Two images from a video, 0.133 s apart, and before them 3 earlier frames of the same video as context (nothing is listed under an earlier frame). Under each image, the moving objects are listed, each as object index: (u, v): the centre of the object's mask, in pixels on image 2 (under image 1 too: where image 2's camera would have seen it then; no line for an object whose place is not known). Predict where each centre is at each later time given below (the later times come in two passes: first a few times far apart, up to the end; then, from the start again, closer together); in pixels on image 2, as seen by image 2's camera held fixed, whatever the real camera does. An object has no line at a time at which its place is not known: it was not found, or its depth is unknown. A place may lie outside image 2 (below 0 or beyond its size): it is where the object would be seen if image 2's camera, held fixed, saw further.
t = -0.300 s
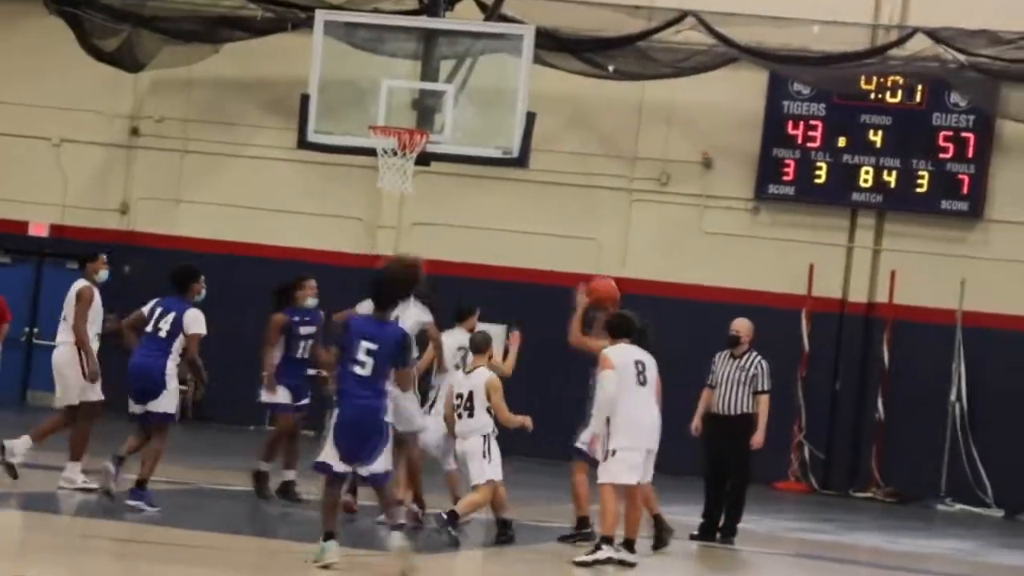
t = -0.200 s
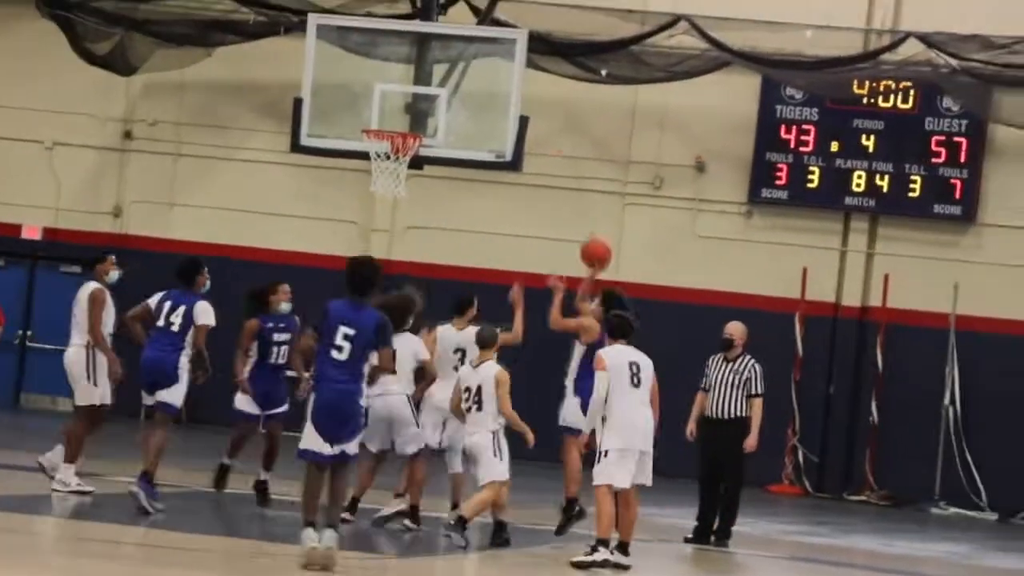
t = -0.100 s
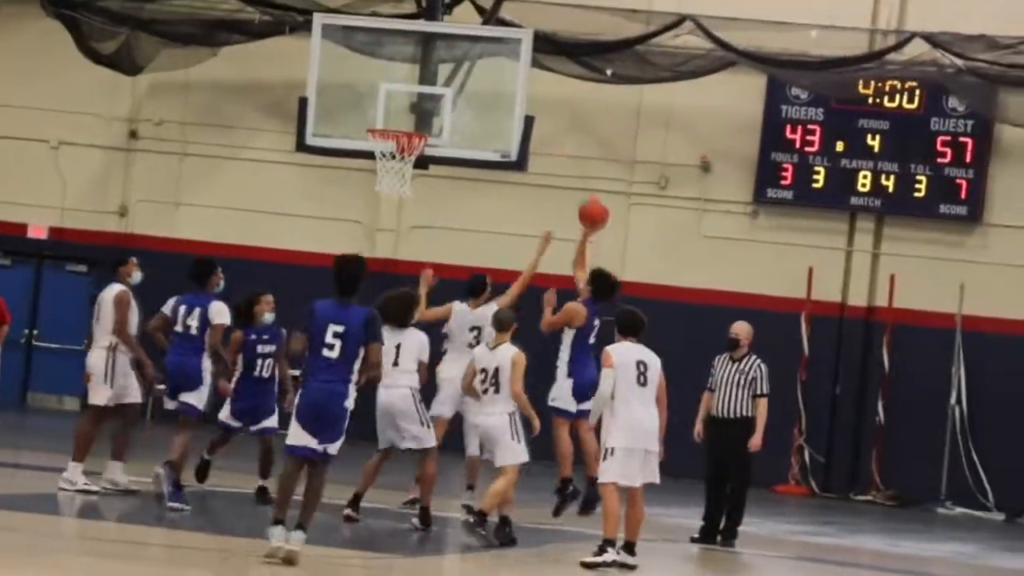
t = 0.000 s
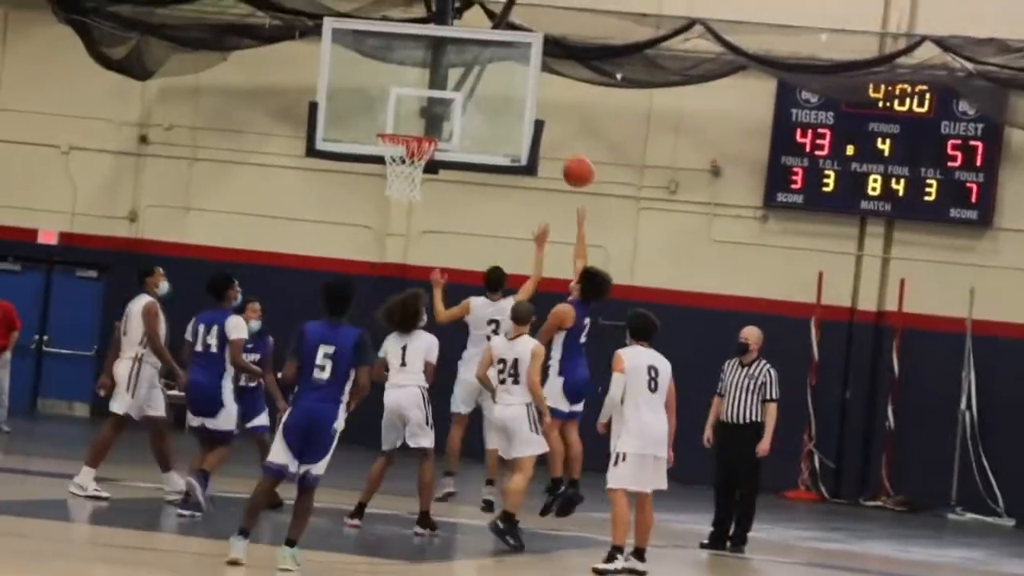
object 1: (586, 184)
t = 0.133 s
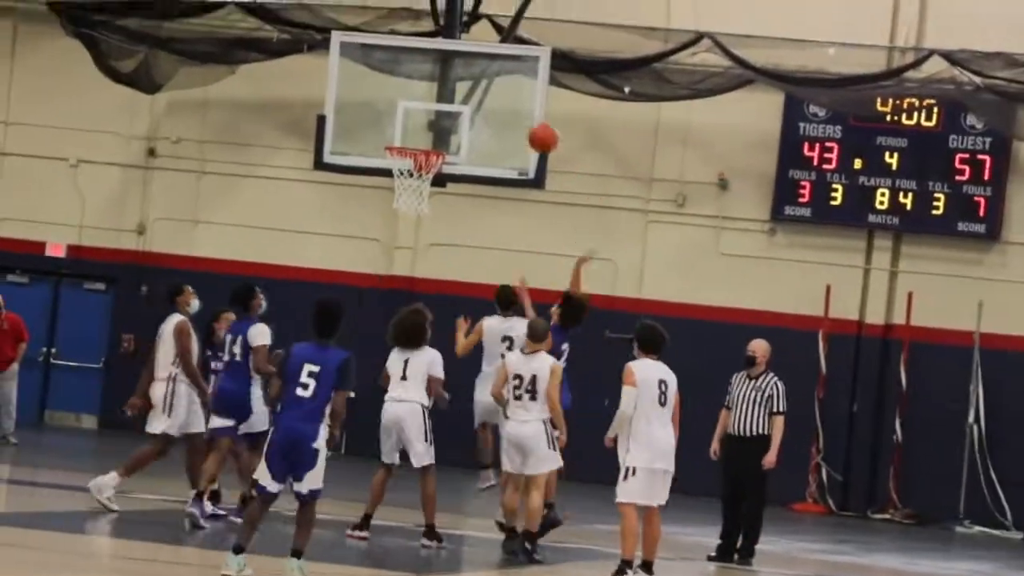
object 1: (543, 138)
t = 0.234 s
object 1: (511, 118)
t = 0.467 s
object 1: (442, 124)
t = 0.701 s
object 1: (397, 185)
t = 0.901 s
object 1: (396, 262)
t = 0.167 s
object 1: (532, 130)
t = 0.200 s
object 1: (522, 123)
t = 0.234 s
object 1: (511, 118)
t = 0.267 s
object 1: (500, 114)
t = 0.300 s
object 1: (490, 111)
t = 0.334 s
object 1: (481, 111)
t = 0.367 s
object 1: (471, 112)
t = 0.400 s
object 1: (462, 115)
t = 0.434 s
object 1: (450, 120)
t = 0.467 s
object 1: (442, 124)
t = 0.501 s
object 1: (432, 131)
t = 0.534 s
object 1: (421, 138)
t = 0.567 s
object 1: (409, 148)
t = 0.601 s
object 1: (402, 159)
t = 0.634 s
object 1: (393, 172)
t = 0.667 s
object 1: (397, 177)
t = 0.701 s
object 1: (397, 185)
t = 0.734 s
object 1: (397, 200)
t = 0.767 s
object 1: (397, 206)
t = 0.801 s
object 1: (398, 218)
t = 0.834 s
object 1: (397, 231)
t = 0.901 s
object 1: (396, 262)
